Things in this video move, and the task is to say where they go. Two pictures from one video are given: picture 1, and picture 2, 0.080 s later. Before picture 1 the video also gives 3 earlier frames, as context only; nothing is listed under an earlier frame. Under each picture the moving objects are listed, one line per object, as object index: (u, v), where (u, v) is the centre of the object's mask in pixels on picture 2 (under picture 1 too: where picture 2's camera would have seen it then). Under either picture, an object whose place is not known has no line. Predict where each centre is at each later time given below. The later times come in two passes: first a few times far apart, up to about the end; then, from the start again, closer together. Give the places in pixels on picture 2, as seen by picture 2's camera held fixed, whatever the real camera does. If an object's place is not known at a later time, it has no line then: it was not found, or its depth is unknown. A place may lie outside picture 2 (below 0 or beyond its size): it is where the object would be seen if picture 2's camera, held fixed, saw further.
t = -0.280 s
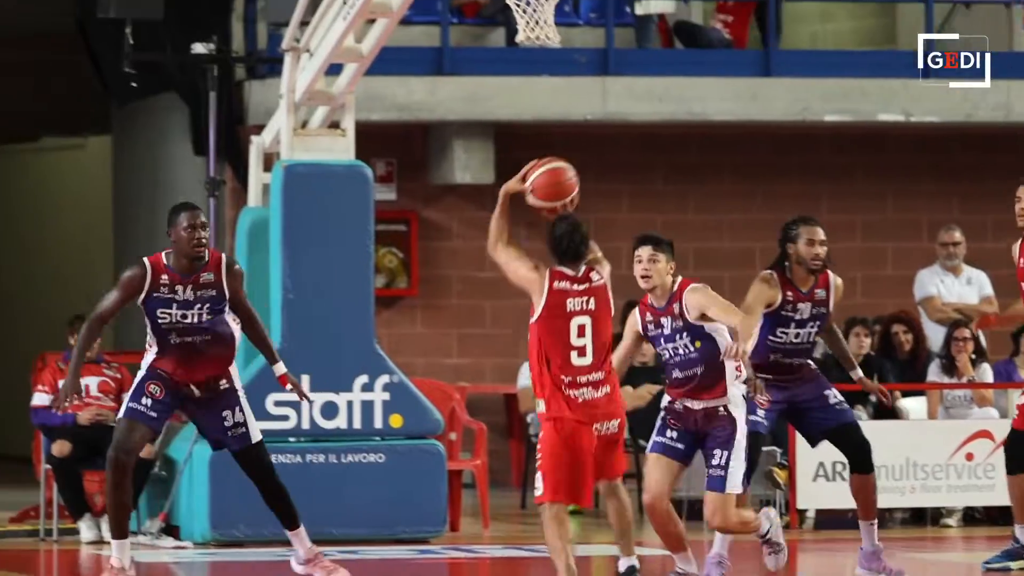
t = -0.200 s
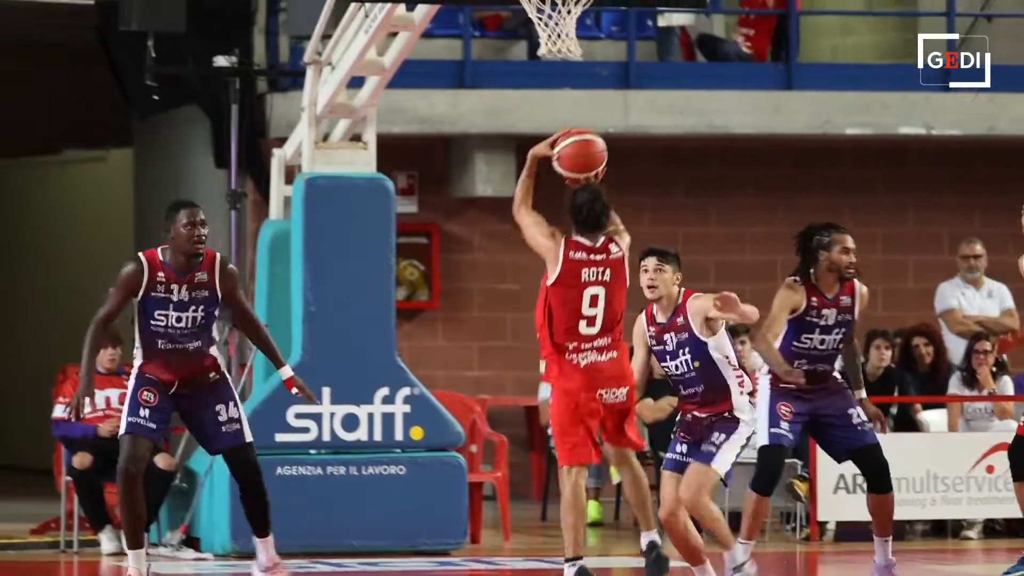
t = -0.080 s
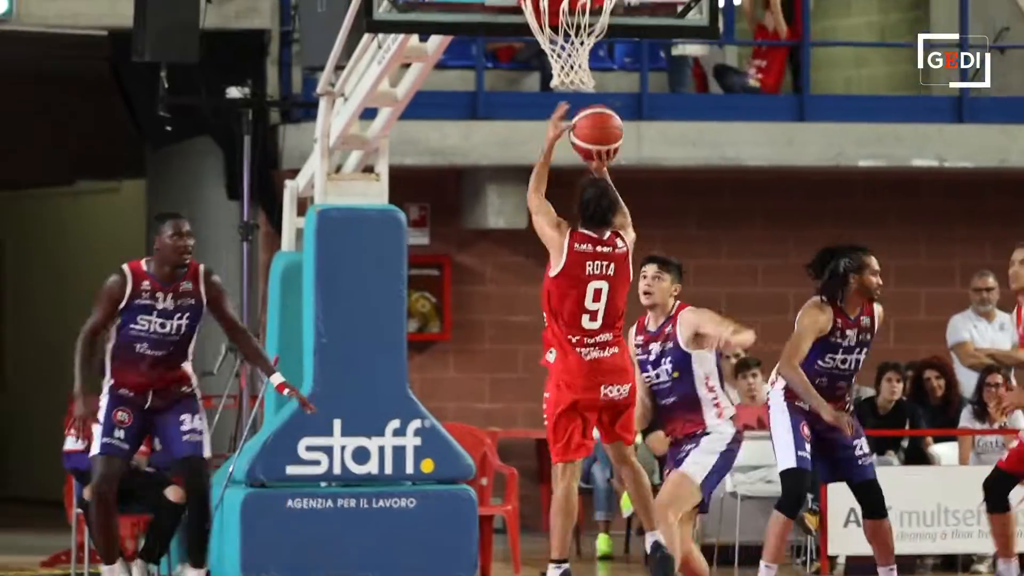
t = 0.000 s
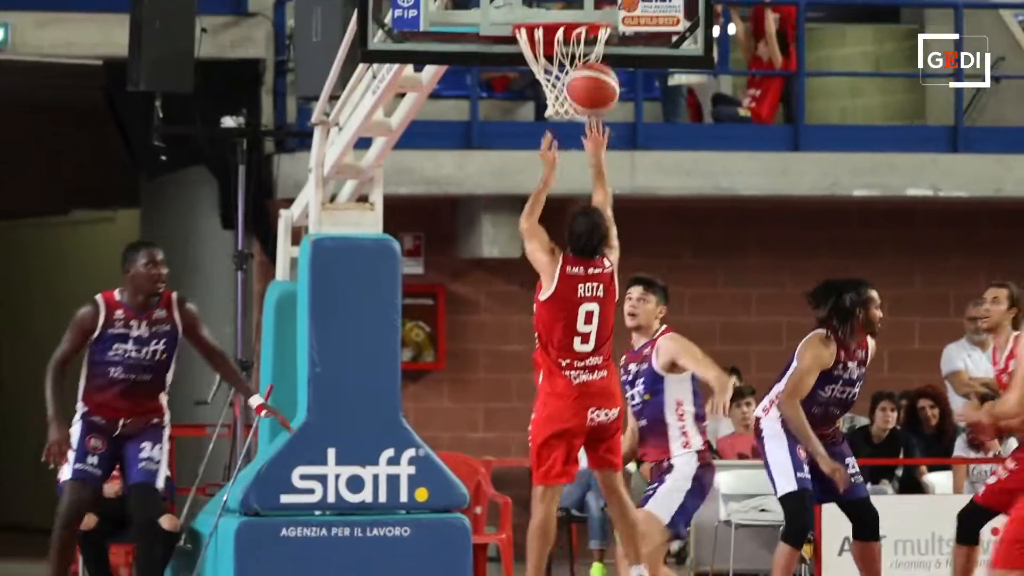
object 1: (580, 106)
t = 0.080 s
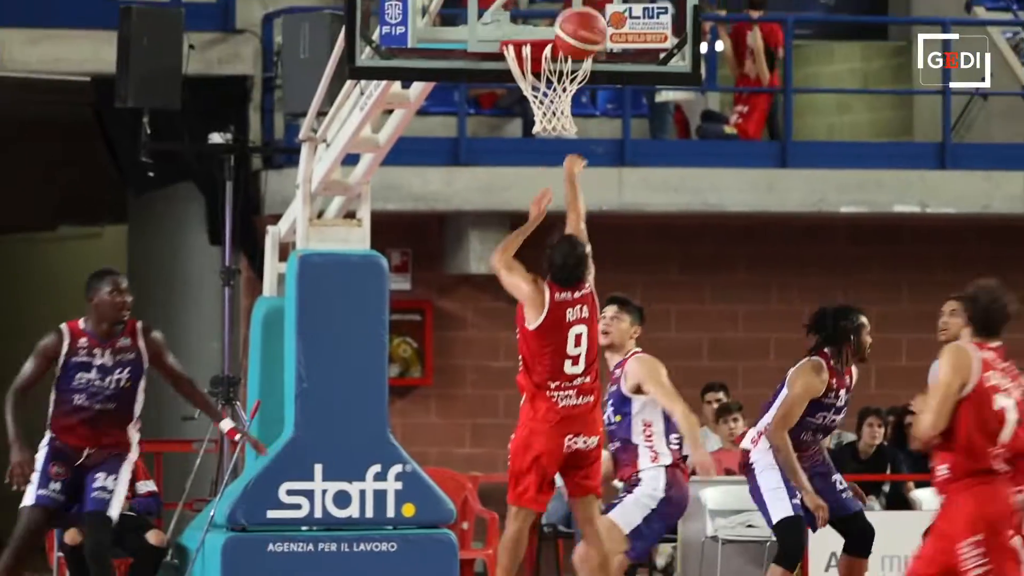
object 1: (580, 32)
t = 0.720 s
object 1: (588, -33)
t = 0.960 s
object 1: (587, -10)
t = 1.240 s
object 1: (610, 13)
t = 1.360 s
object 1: (636, 44)
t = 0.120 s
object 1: (581, 10)
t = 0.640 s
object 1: (587, -56)
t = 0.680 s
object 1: (588, -50)
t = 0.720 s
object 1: (588, -33)
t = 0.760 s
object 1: (588, -9)
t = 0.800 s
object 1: (588, 16)
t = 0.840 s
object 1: (589, 9)
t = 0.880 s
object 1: (588, 0)
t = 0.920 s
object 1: (588, -7)
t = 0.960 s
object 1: (587, -10)
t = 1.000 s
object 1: (588, -10)
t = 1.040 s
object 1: (587, -8)
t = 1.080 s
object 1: (586, -4)
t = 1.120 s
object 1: (592, -5)
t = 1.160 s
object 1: (598, -3)
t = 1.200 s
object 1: (605, 5)
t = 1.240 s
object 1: (610, 13)
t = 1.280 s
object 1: (615, 26)
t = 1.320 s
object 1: (624, 35)
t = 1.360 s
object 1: (636, 44)
